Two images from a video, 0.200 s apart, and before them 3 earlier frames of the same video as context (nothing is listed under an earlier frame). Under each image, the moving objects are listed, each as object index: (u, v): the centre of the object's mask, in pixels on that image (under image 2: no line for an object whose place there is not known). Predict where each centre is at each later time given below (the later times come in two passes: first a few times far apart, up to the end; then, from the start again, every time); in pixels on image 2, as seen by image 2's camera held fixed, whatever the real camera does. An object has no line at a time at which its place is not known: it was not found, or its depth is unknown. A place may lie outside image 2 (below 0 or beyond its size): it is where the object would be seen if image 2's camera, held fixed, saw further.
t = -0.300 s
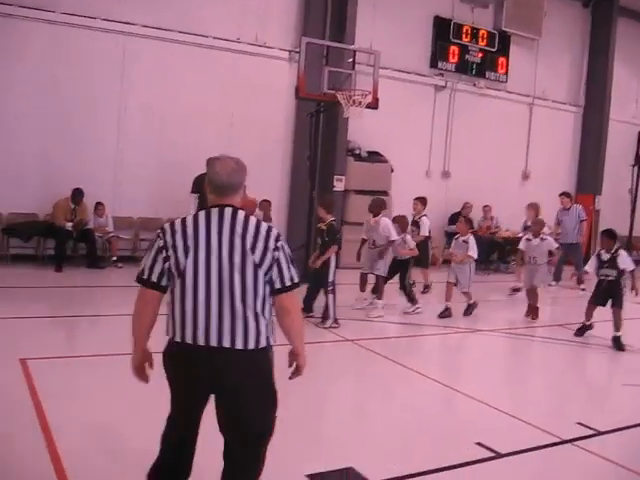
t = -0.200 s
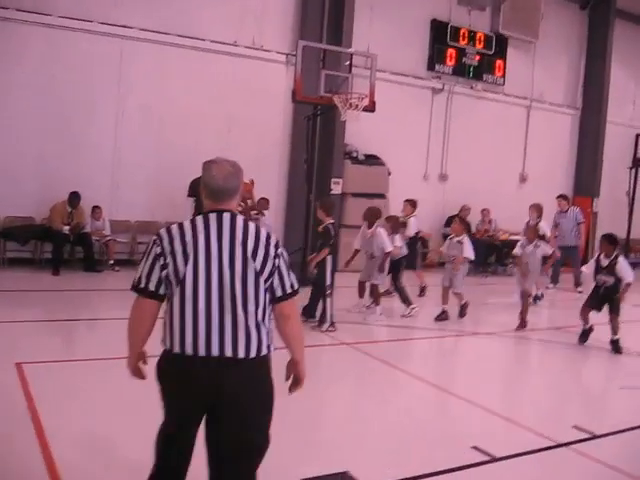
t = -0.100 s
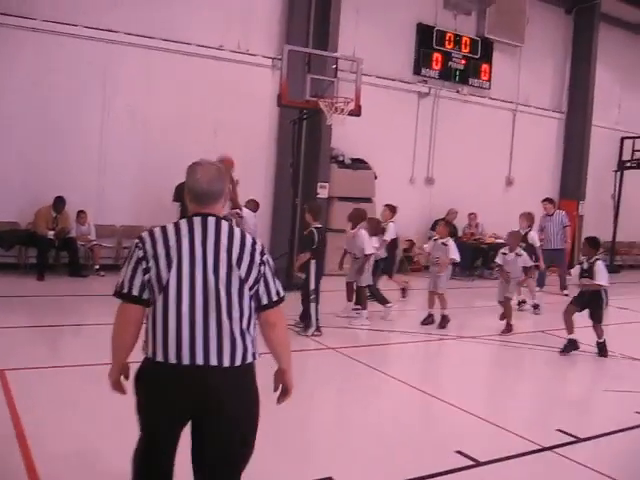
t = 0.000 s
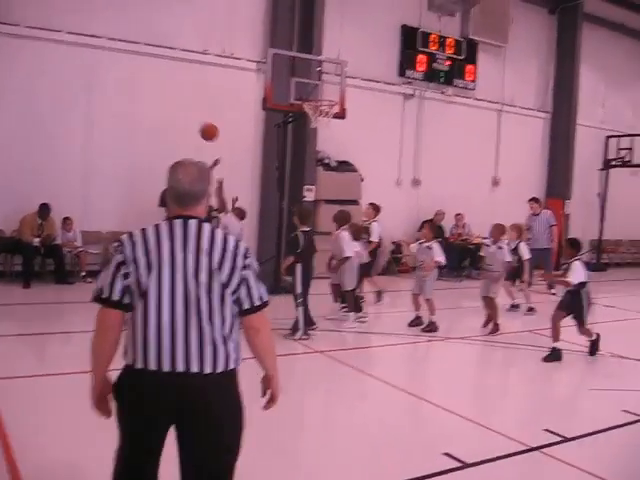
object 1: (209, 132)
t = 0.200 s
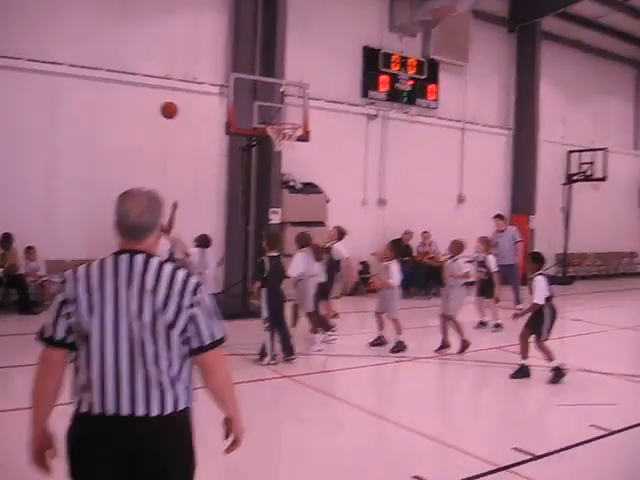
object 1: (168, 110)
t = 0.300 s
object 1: (167, 99)
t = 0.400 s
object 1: (165, 96)
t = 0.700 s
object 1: (158, 128)
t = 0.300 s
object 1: (167, 99)
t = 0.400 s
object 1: (165, 96)
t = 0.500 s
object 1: (162, 99)
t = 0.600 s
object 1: (161, 110)
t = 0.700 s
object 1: (158, 128)
